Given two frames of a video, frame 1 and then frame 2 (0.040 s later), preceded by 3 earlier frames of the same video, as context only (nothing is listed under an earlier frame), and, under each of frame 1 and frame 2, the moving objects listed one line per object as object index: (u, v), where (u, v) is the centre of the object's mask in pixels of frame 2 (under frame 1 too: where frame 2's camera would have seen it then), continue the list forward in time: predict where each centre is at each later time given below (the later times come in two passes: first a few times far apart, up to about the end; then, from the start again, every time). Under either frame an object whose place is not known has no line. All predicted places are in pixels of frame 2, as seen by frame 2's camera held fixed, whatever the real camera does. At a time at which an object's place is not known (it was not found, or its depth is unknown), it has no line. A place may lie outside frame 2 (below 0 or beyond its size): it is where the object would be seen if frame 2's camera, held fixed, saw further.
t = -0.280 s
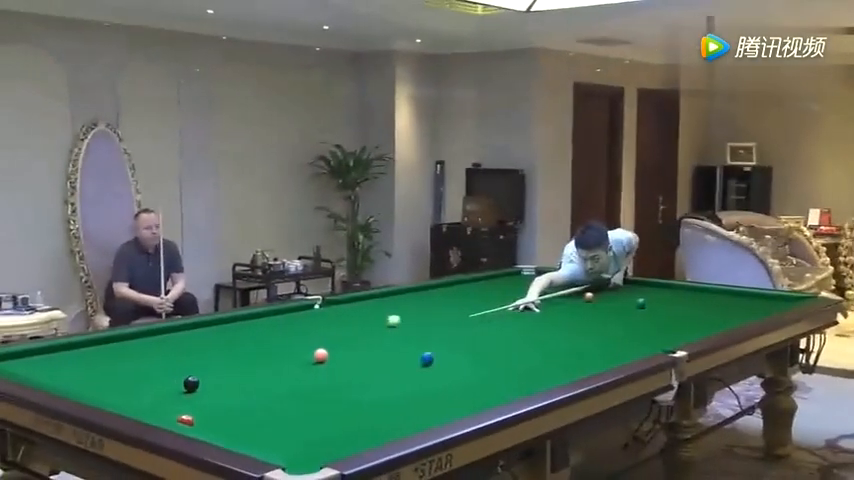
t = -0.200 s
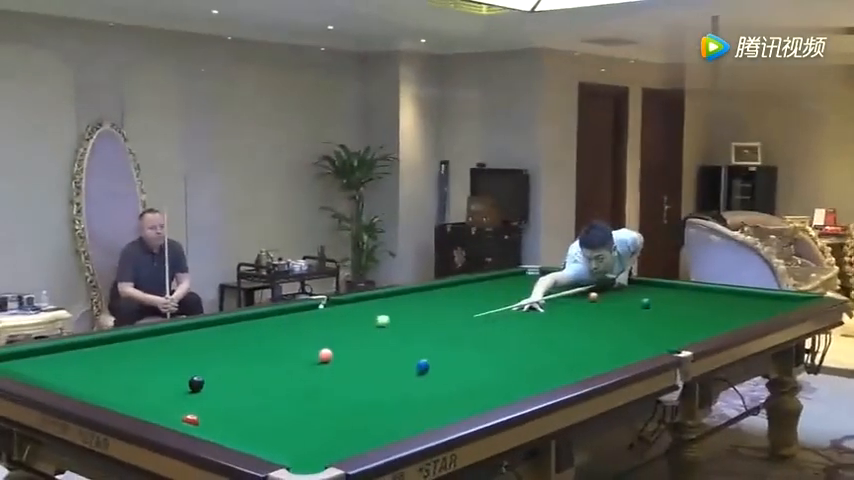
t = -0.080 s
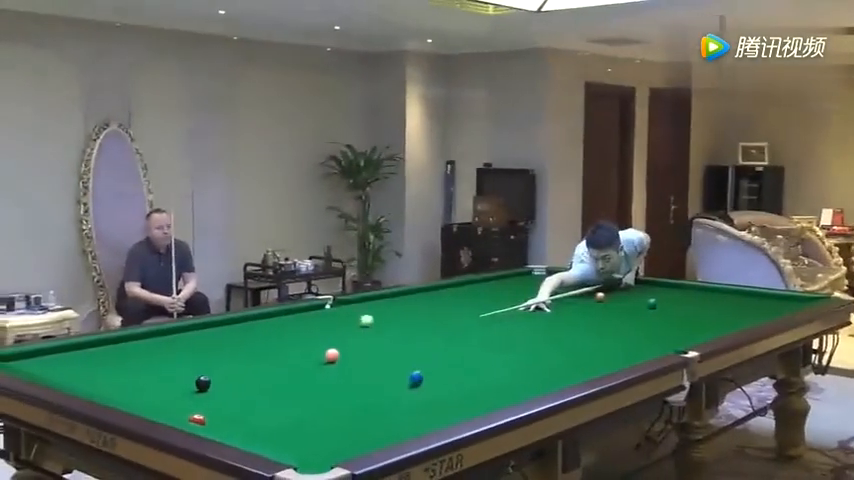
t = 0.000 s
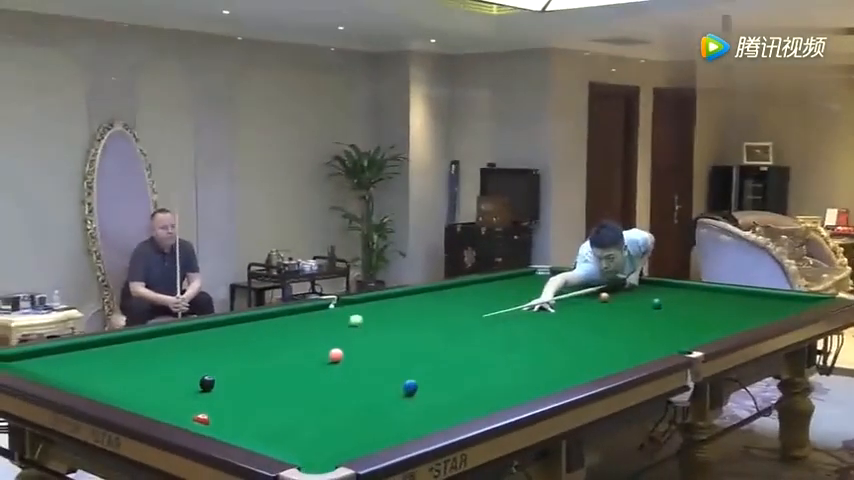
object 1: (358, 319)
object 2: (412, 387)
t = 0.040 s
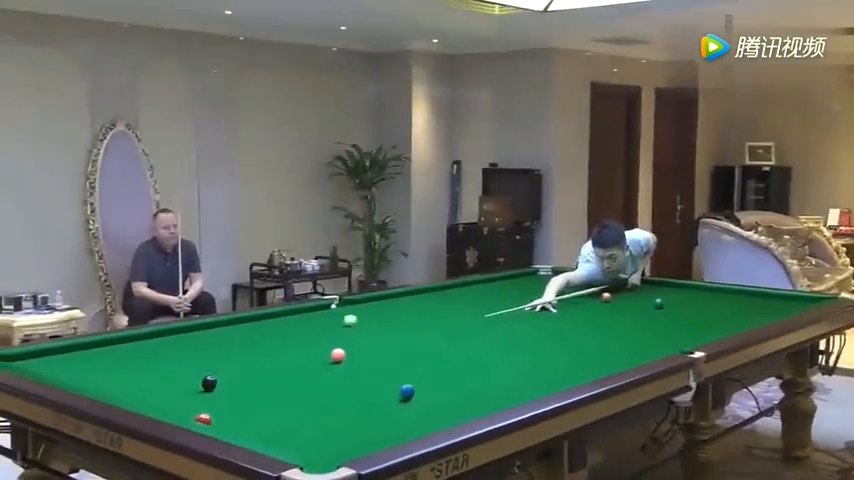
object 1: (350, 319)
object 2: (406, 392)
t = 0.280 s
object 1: (307, 319)
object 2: (372, 424)
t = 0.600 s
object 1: (249, 319)
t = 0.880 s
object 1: (237, 324)
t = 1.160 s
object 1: (232, 329)
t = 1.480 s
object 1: (226, 335)
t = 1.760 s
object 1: (221, 340)
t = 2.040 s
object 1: (216, 345)
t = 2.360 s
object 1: (211, 351)
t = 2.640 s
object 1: (206, 357)
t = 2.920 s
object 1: (201, 361)
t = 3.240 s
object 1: (196, 367)
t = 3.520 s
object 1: (191, 372)
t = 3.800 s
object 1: (187, 376)
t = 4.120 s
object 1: (182, 380)
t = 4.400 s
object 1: (178, 384)
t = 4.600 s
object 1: (175, 386)
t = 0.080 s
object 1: (343, 319)
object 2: (401, 397)
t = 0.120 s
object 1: (335, 320)
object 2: (396, 401)
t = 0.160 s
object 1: (328, 319)
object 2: (391, 407)
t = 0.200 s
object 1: (321, 319)
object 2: (385, 412)
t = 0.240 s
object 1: (314, 319)
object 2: (379, 419)
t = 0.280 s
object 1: (307, 319)
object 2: (372, 424)
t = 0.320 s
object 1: (299, 319)
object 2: (365, 430)
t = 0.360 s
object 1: (293, 319)
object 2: (358, 436)
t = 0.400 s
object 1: (285, 319)
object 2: (351, 442)
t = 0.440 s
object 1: (278, 319)
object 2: (342, 448)
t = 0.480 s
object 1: (271, 319)
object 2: (331, 459)
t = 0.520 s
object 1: (264, 319)
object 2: (319, 464)
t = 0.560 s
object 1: (256, 319)
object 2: (326, 467)
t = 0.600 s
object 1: (249, 319)
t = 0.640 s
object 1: (243, 319)
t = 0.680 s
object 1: (240, 320)
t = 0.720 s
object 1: (240, 320)
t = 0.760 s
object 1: (239, 321)
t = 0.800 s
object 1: (239, 322)
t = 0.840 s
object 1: (238, 323)
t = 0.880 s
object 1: (237, 324)
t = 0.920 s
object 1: (236, 325)
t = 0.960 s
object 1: (235, 325)
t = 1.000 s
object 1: (235, 326)
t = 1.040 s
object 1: (234, 327)
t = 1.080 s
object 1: (233, 328)
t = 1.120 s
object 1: (233, 329)
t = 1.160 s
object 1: (232, 329)
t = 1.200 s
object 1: (231, 330)
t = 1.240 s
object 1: (230, 331)
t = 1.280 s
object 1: (230, 331)
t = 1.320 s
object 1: (229, 332)
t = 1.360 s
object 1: (228, 333)
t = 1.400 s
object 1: (227, 334)
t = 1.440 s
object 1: (227, 334)
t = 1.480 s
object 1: (226, 335)
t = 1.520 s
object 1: (226, 336)
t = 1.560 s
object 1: (225, 337)
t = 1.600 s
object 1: (224, 337)
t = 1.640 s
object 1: (223, 338)
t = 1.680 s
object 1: (222, 339)
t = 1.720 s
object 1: (222, 340)
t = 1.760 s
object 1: (221, 340)
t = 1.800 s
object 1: (221, 341)
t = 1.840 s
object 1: (220, 342)
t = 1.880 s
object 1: (220, 343)
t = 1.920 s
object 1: (219, 343)
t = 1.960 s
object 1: (218, 344)
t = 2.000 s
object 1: (217, 345)
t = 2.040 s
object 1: (216, 345)
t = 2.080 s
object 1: (216, 346)
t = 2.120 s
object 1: (215, 347)
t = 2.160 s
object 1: (215, 348)
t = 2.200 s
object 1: (214, 349)
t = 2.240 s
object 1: (213, 349)
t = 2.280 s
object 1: (212, 350)
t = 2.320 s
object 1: (211, 351)
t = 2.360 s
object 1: (211, 351)
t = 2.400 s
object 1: (210, 352)
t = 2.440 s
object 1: (209, 353)
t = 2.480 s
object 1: (209, 354)
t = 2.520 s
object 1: (208, 354)
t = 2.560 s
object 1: (207, 355)
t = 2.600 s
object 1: (206, 356)
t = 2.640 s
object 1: (206, 357)
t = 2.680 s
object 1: (205, 357)
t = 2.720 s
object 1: (204, 358)
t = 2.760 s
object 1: (204, 359)
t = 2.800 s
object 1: (203, 359)
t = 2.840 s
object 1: (202, 360)
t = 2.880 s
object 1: (201, 361)
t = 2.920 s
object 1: (201, 361)
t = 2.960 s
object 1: (200, 362)
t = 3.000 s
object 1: (199, 363)
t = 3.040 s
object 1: (199, 364)
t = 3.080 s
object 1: (198, 364)
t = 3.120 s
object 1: (198, 365)
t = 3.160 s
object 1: (197, 366)
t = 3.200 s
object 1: (196, 366)
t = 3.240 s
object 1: (196, 367)
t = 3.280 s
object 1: (195, 368)
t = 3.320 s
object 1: (194, 368)
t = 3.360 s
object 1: (193, 369)
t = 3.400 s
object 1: (193, 370)
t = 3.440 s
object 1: (192, 370)
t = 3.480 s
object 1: (192, 371)
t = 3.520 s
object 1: (191, 372)
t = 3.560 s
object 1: (190, 372)
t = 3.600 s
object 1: (190, 373)
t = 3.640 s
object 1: (189, 373)
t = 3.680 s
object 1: (189, 374)
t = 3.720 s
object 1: (188, 375)
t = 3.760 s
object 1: (187, 376)
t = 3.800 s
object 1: (187, 376)
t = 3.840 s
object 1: (186, 376)
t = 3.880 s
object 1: (186, 377)
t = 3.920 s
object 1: (185, 378)
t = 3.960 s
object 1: (185, 378)
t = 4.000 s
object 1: (184, 379)
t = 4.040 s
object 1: (183, 379)
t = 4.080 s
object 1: (183, 380)
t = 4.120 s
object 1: (182, 380)
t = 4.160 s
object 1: (181, 381)
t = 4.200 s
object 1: (180, 381)
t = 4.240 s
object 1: (180, 382)
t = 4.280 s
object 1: (180, 383)
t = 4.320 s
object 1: (179, 383)
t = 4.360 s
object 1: (178, 383)
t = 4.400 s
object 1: (178, 384)
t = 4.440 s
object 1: (177, 385)
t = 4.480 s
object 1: (177, 385)
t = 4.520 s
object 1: (176, 385)
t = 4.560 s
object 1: (176, 386)
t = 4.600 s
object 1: (175, 386)
